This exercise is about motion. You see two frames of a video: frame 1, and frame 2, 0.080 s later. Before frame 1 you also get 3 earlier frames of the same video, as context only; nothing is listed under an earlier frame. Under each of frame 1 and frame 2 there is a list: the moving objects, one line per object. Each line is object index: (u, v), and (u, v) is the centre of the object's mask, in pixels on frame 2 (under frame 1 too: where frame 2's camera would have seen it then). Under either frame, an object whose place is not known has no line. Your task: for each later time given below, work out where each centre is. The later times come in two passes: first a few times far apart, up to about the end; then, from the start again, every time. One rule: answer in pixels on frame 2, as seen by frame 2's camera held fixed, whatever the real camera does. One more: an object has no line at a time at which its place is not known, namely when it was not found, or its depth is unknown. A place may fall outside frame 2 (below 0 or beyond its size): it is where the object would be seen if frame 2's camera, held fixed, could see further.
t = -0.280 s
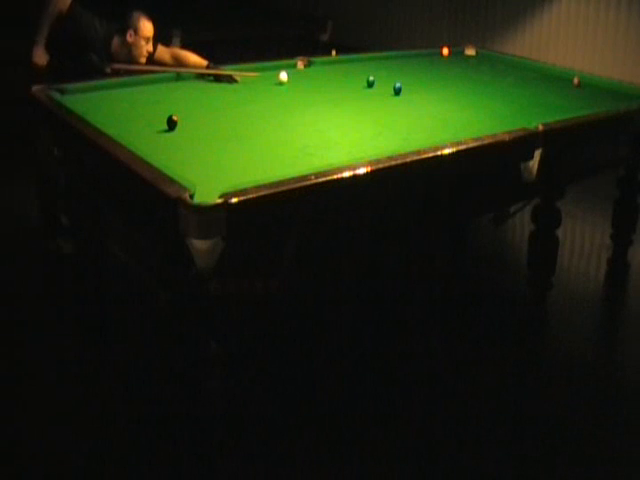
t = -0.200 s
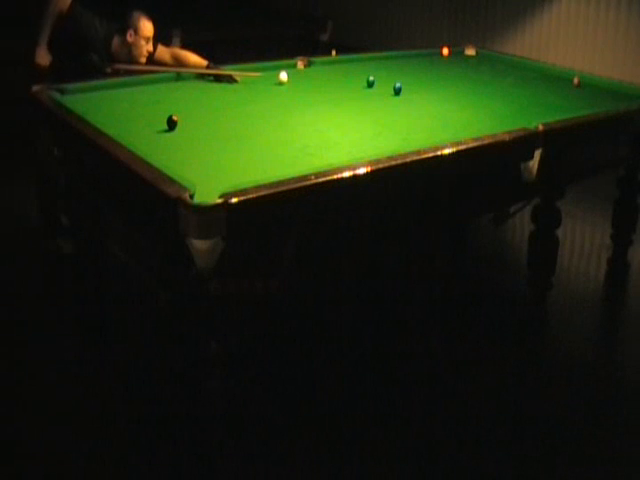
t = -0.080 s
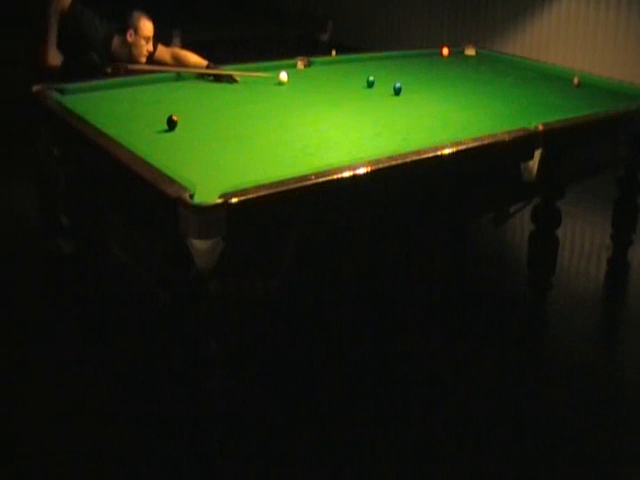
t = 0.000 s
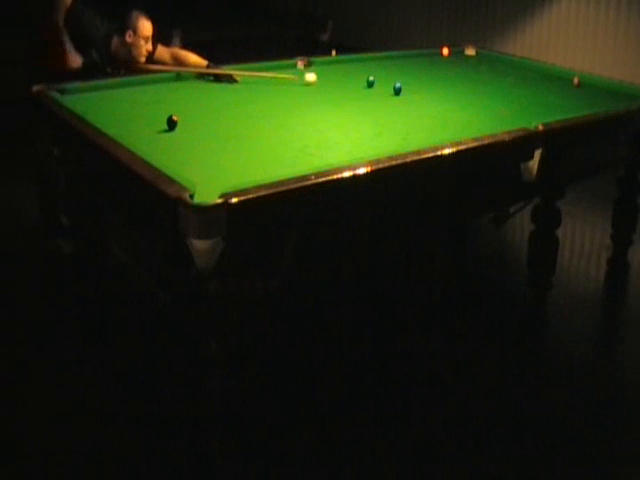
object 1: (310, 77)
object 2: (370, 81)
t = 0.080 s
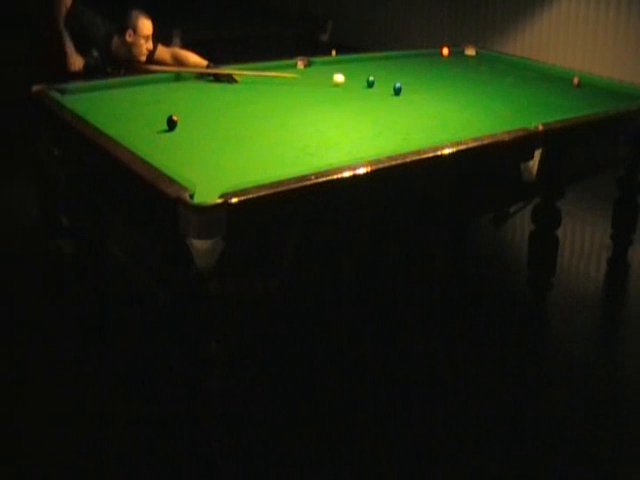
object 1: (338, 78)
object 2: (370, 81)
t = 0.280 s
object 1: (366, 80)
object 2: (408, 83)
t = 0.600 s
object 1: (392, 81)
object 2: (474, 86)
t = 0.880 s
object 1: (414, 83)
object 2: (526, 88)
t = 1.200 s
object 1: (437, 85)
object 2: (580, 91)
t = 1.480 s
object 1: (456, 87)
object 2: (623, 93)
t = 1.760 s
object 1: (474, 88)
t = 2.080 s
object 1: (492, 89)
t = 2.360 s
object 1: (507, 91)
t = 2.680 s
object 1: (522, 92)
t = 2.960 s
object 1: (534, 93)
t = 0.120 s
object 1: (352, 79)
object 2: (370, 81)
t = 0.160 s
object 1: (362, 79)
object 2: (373, 82)
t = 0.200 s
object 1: (363, 79)
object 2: (385, 82)
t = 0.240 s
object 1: (364, 80)
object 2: (397, 80)
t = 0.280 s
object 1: (366, 80)
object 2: (408, 83)
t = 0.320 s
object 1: (369, 80)
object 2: (418, 83)
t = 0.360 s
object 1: (372, 80)
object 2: (427, 84)
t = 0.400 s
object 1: (375, 80)
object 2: (435, 84)
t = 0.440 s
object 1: (379, 81)
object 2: (443, 84)
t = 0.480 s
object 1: (382, 81)
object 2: (451, 85)
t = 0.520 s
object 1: (385, 81)
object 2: (459, 85)
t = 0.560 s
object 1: (388, 81)
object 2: (467, 86)
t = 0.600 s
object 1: (392, 81)
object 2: (474, 86)
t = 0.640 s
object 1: (395, 82)
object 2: (482, 86)
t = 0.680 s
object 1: (398, 81)
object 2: (489, 87)
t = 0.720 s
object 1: (401, 81)
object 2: (497, 87)
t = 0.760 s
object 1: (405, 82)
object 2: (504, 87)
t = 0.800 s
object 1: (407, 83)
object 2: (511, 87)
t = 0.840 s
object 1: (411, 83)
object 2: (519, 88)
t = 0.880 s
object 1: (414, 83)
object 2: (526, 88)
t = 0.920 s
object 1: (417, 83)
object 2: (533, 89)
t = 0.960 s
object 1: (420, 84)
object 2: (540, 89)
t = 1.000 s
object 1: (423, 84)
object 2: (547, 89)
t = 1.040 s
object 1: (426, 84)
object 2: (553, 90)
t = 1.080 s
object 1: (429, 84)
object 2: (560, 90)
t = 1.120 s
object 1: (432, 85)
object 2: (567, 90)
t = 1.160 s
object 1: (434, 85)
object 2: (574, 91)
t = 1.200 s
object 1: (437, 85)
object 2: (580, 91)
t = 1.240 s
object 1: (440, 85)
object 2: (586, 92)
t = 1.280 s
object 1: (443, 86)
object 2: (593, 92)
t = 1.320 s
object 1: (445, 86)
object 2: (599, 91)
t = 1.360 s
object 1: (448, 86)
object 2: (605, 91)
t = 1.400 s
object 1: (451, 86)
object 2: (611, 93)
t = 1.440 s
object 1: (454, 86)
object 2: (618, 92)
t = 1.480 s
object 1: (456, 87)
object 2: (623, 93)
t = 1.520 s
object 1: (459, 87)
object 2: (629, 94)
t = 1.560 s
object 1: (461, 87)
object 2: (636, 94)
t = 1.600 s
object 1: (464, 87)
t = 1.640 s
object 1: (466, 87)
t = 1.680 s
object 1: (469, 87)
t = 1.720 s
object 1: (471, 88)
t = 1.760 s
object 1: (474, 88)
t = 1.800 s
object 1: (476, 88)
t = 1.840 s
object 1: (479, 88)
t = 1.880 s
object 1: (481, 89)
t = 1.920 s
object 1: (483, 89)
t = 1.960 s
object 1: (486, 89)
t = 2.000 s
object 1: (488, 89)
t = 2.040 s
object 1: (490, 89)
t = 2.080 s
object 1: (492, 89)
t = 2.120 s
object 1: (494, 90)
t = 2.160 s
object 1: (497, 90)
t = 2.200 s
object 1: (499, 90)
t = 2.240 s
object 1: (501, 90)
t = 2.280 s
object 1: (503, 90)
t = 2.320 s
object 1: (505, 91)
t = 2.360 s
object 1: (507, 91)
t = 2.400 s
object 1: (509, 91)
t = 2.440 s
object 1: (511, 91)
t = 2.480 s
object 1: (513, 91)
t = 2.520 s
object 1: (514, 91)
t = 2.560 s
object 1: (516, 92)
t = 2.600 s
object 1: (518, 92)
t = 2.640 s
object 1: (520, 92)
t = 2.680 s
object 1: (522, 92)
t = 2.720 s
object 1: (523, 92)
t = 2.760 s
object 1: (525, 93)
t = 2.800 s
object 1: (527, 92)
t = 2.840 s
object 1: (529, 93)
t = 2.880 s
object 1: (530, 93)
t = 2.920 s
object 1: (532, 93)
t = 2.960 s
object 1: (534, 93)
